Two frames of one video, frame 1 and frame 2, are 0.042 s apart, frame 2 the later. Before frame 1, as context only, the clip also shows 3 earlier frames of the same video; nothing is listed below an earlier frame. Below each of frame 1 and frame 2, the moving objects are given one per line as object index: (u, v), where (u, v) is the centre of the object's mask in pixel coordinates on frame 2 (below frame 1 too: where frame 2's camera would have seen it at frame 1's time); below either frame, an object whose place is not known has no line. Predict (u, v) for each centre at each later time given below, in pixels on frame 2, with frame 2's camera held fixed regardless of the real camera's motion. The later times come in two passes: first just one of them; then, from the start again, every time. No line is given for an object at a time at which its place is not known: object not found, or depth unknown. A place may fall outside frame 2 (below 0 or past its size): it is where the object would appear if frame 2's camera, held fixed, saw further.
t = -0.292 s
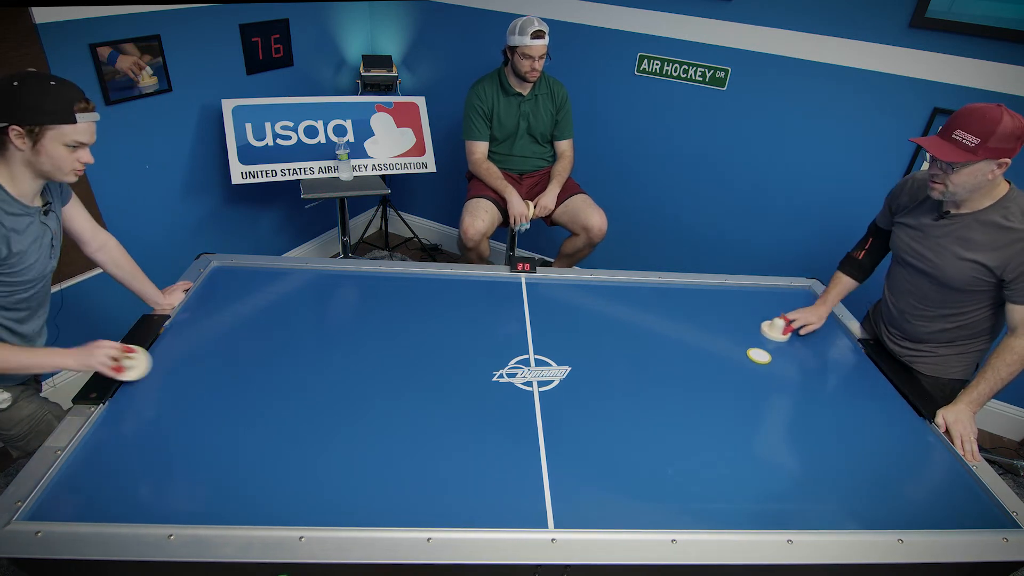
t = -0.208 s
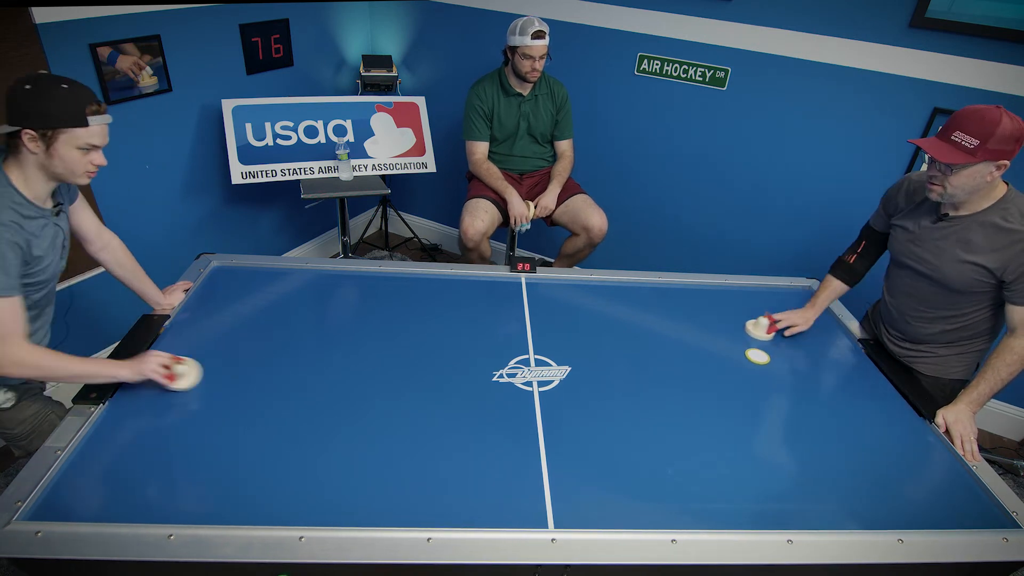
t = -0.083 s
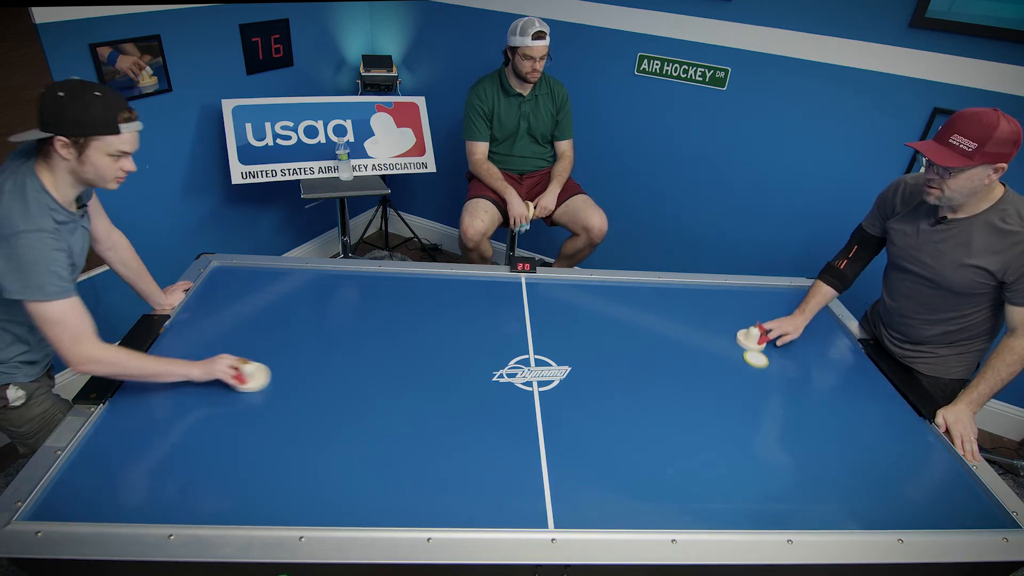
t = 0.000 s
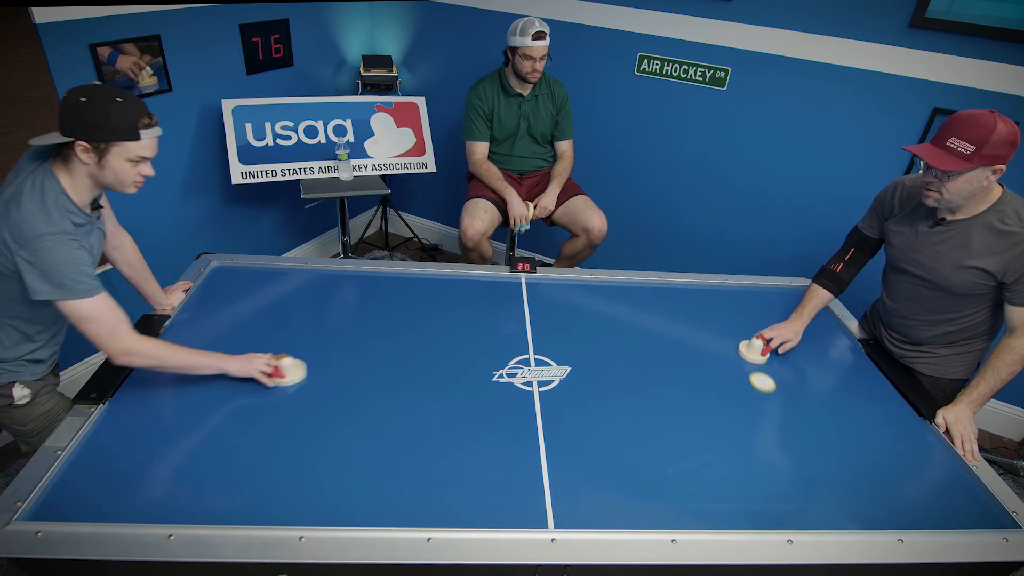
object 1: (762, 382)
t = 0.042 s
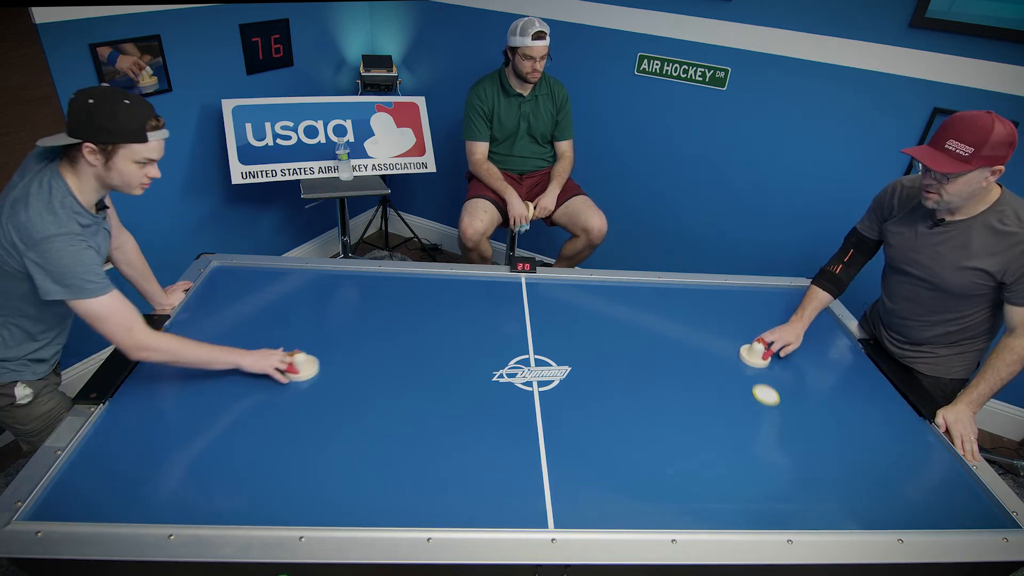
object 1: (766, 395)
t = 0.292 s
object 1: (791, 487)
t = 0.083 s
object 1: (770, 408)
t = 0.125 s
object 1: (774, 422)
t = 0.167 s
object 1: (778, 437)
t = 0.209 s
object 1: (782, 453)
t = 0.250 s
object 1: (786, 469)
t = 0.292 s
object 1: (791, 487)
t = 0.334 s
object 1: (796, 506)
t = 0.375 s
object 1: (796, 513)
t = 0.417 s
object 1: (786, 497)
